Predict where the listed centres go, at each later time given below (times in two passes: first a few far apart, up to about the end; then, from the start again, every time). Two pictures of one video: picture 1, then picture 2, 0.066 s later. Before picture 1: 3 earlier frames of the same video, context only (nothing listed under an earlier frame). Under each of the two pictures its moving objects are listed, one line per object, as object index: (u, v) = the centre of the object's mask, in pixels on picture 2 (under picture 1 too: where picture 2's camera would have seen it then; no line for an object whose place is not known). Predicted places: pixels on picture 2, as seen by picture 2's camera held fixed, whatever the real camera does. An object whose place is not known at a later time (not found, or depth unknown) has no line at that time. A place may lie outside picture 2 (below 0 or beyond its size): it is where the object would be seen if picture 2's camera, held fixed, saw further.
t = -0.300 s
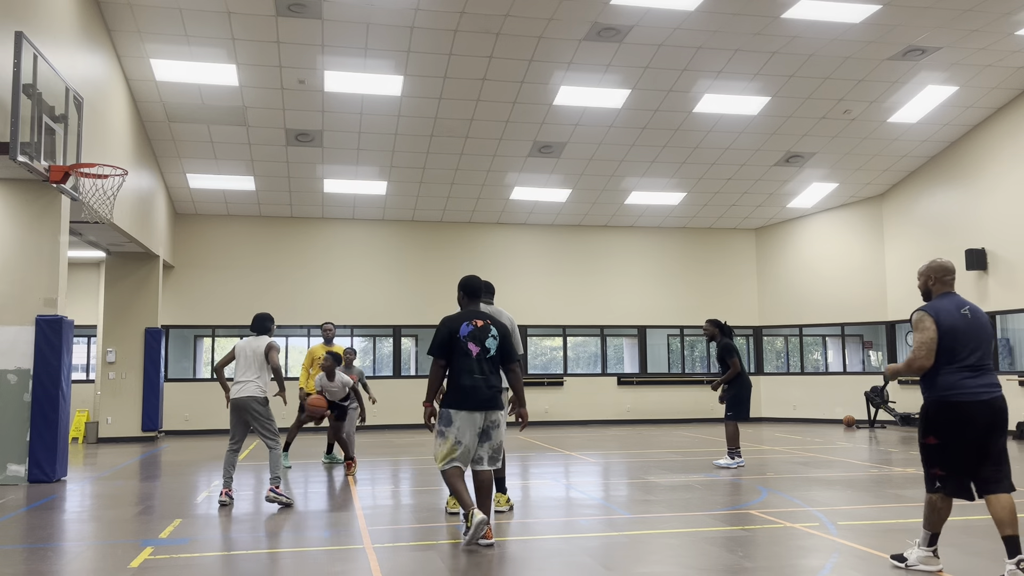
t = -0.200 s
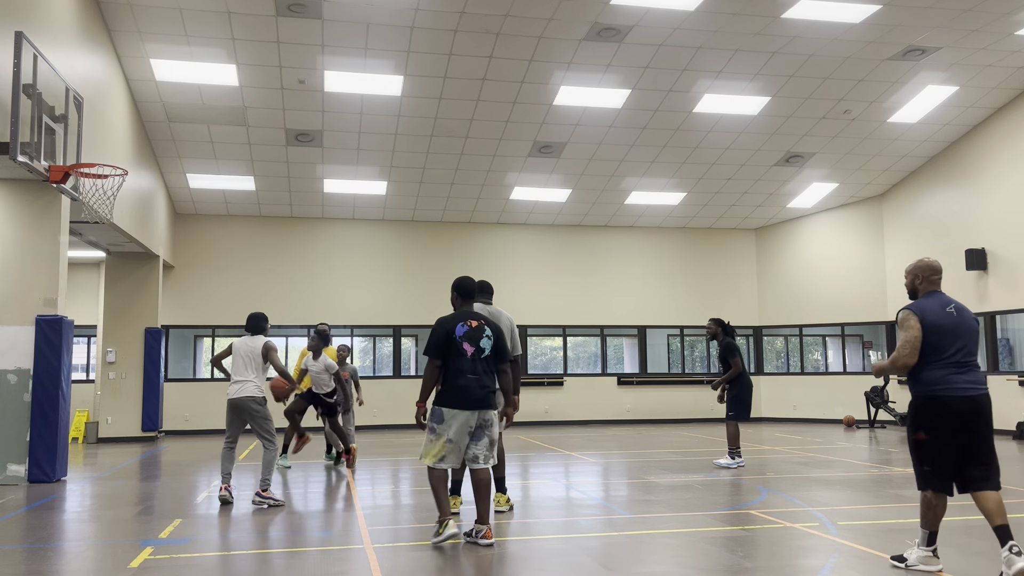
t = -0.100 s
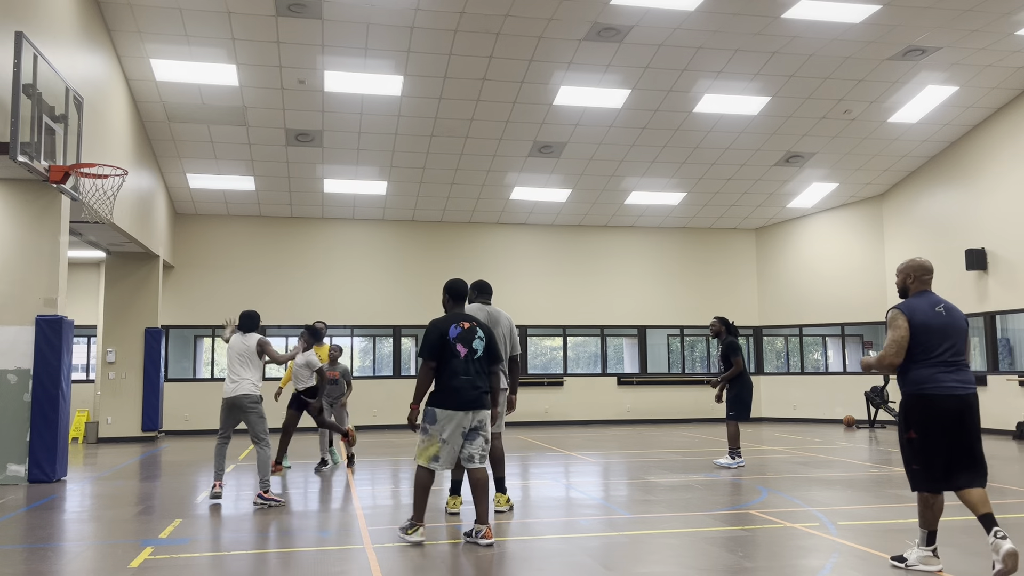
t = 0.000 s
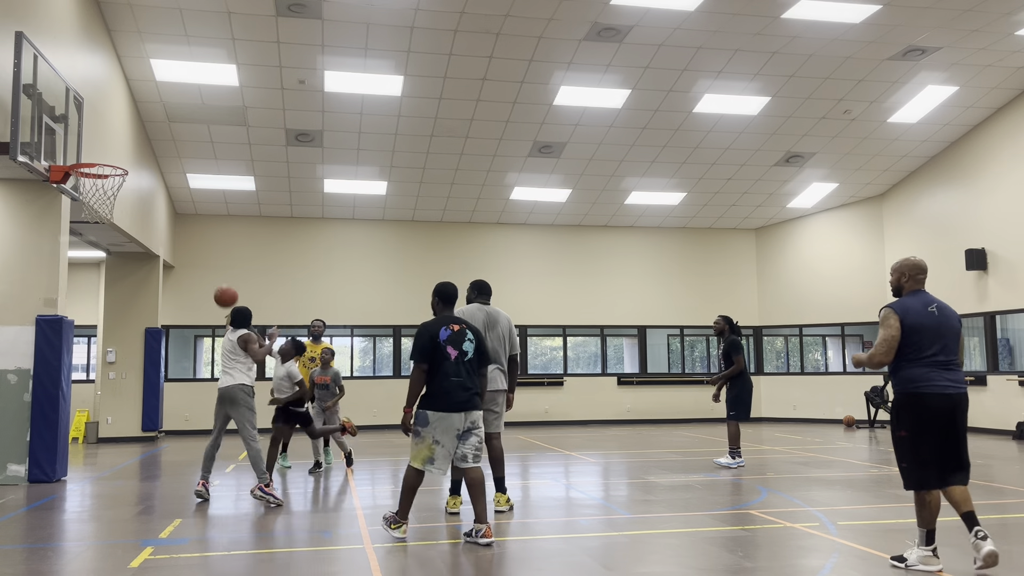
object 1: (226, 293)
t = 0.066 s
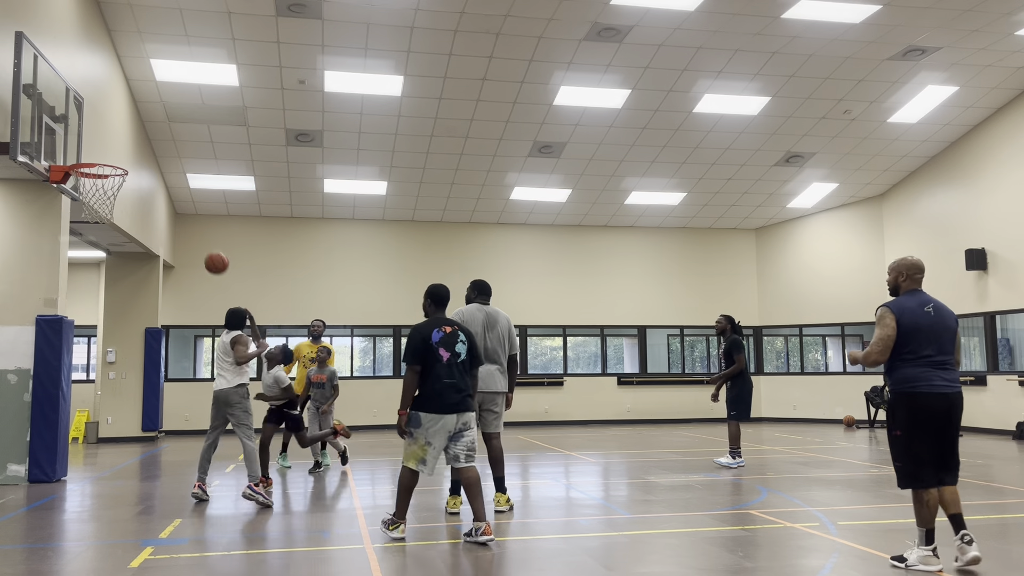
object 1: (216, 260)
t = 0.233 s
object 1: (191, 193)
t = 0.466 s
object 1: (153, 139)
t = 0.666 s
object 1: (116, 134)
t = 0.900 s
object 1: (97, 154)
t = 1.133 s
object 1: (113, 158)
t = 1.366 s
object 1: (118, 197)
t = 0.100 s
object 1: (211, 244)
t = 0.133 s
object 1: (206, 230)
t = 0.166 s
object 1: (202, 216)
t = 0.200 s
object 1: (196, 204)
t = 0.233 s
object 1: (191, 193)
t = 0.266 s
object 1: (186, 182)
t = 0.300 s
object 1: (181, 172)
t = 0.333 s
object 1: (175, 163)
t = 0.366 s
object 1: (170, 155)
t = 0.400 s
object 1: (165, 149)
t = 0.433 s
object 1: (159, 143)
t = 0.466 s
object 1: (153, 139)
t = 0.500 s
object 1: (147, 135)
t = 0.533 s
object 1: (141, 133)
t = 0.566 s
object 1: (135, 131)
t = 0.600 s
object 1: (129, 131)
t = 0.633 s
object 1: (123, 132)
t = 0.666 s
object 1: (116, 134)
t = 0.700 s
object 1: (110, 140)
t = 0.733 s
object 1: (103, 142)
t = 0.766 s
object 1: (97, 147)
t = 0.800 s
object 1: (90, 154)
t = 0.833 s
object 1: (89, 155)
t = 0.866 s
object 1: (93, 154)
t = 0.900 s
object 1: (97, 154)
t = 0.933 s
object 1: (101, 155)
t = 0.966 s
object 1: (105, 157)
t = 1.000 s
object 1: (108, 158)
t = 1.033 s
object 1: (110, 157)
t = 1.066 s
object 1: (111, 157)
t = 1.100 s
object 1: (112, 157)
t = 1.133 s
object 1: (113, 158)
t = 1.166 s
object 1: (114, 159)
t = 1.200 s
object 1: (115, 160)
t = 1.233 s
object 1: (116, 163)
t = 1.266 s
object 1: (112, 168)
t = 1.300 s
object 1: (116, 181)
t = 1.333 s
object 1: (117, 188)
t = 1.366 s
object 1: (118, 197)
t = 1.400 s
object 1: (121, 207)
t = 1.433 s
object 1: (120, 218)
